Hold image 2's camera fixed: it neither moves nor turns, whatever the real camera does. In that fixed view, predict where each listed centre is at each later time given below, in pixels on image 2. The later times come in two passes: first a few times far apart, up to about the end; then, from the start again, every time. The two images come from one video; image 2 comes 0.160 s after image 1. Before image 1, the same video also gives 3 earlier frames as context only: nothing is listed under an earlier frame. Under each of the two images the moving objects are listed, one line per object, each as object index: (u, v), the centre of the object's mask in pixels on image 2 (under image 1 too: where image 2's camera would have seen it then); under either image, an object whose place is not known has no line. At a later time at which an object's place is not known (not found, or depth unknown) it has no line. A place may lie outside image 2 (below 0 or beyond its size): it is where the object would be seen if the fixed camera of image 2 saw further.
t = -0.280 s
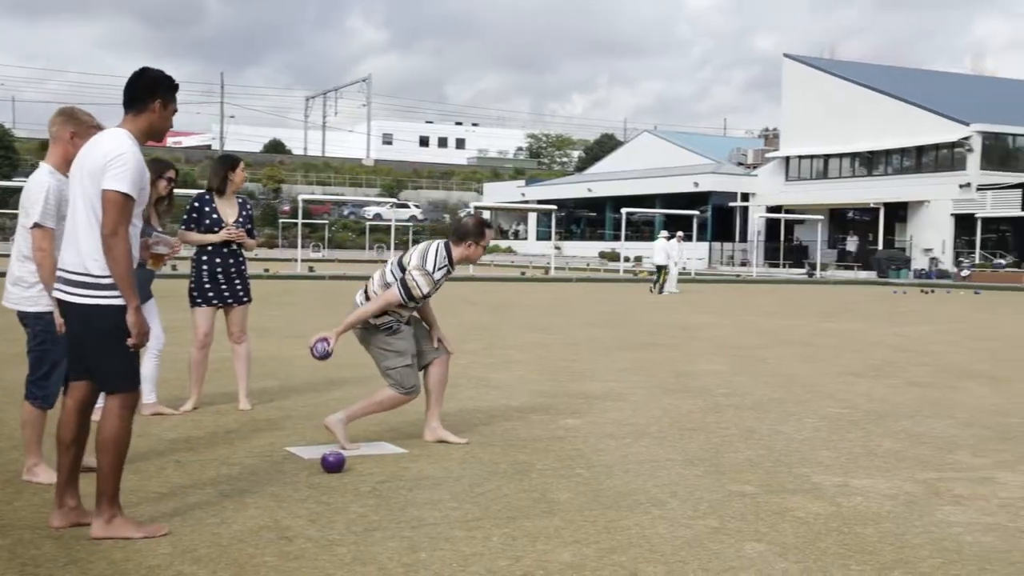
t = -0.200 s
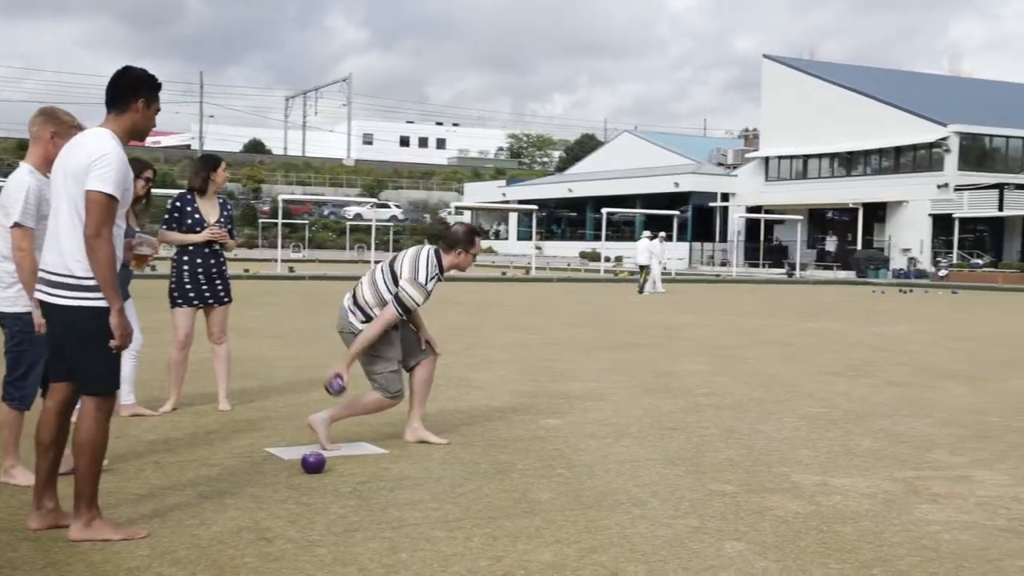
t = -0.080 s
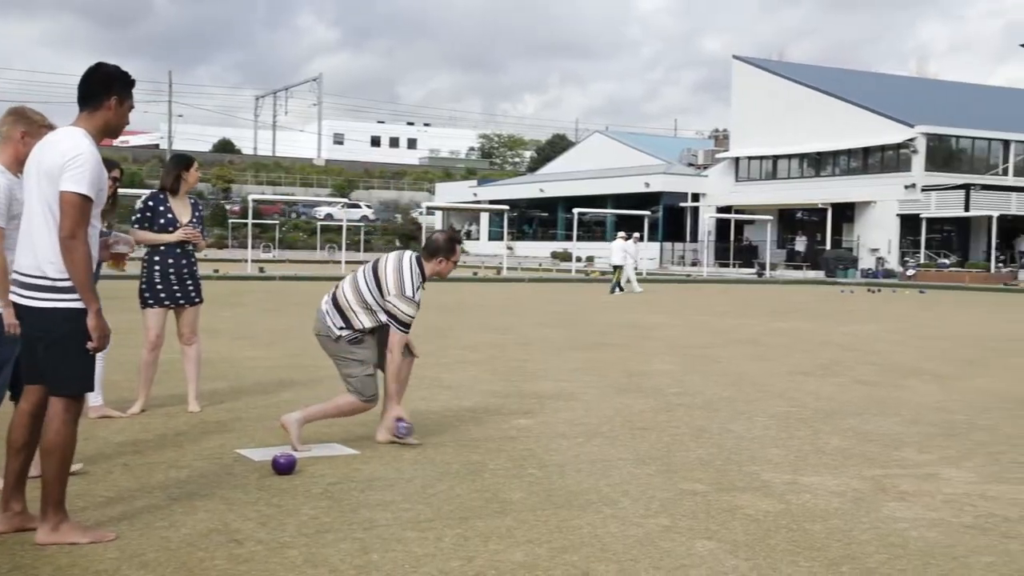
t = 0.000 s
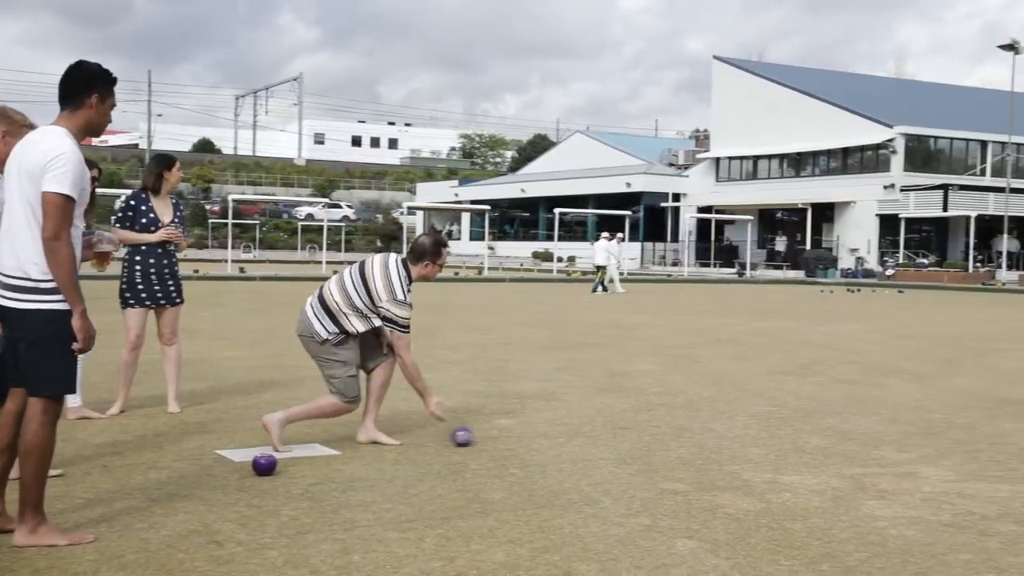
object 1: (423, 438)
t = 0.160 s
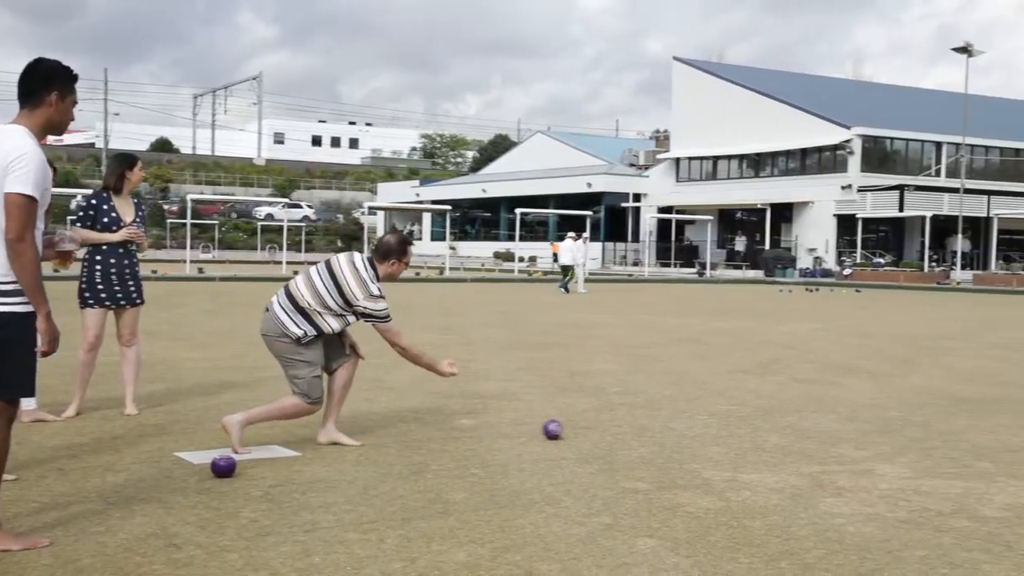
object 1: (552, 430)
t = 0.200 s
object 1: (580, 427)
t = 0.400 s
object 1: (703, 422)
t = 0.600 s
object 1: (810, 417)
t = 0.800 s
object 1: (908, 412)
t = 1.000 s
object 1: (999, 408)
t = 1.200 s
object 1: (1083, 404)
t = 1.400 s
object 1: (1161, 400)
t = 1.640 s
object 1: (1248, 394)
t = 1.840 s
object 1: (1315, 391)
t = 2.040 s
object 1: (1378, 387)
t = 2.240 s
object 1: (1436, 384)
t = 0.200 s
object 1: (580, 427)
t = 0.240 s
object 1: (606, 425)
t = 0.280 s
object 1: (632, 425)
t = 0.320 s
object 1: (657, 424)
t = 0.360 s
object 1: (680, 422)
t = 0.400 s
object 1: (703, 422)
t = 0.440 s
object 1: (725, 421)
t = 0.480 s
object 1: (747, 421)
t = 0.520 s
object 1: (768, 419)
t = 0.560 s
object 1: (789, 418)
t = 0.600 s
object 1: (810, 417)
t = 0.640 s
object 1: (830, 415)
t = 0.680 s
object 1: (850, 415)
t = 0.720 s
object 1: (870, 414)
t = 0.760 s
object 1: (889, 413)
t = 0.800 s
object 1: (908, 412)
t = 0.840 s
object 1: (927, 411)
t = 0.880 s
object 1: (945, 410)
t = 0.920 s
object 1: (963, 409)
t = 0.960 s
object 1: (981, 408)
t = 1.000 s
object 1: (999, 408)
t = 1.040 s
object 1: (1016, 407)
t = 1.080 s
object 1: (1033, 406)
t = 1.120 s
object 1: (1050, 405)
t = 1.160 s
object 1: (1066, 404)
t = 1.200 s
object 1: (1083, 404)
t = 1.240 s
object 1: (1099, 403)
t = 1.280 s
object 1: (1115, 402)
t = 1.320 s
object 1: (1131, 401)
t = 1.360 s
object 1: (1146, 400)
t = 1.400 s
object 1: (1161, 400)
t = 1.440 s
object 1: (1176, 399)
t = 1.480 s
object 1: (1191, 398)
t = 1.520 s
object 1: (1206, 397)
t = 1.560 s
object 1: (1220, 396)
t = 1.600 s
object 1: (1234, 395)
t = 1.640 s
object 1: (1248, 394)
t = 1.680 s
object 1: (1262, 393)
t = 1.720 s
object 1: (1275, 393)
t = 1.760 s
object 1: (1289, 392)
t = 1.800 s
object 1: (1302, 391)
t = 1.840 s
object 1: (1315, 391)
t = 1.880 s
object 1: (1328, 390)
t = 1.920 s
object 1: (1341, 389)
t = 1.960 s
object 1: (1353, 388)
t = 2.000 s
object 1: (1366, 387)
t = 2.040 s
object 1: (1378, 387)
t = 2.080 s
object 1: (1390, 386)
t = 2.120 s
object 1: (1402, 385)
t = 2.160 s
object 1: (1413, 385)
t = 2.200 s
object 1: (1424, 384)
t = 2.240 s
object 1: (1436, 384)
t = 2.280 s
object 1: (1447, 383)
